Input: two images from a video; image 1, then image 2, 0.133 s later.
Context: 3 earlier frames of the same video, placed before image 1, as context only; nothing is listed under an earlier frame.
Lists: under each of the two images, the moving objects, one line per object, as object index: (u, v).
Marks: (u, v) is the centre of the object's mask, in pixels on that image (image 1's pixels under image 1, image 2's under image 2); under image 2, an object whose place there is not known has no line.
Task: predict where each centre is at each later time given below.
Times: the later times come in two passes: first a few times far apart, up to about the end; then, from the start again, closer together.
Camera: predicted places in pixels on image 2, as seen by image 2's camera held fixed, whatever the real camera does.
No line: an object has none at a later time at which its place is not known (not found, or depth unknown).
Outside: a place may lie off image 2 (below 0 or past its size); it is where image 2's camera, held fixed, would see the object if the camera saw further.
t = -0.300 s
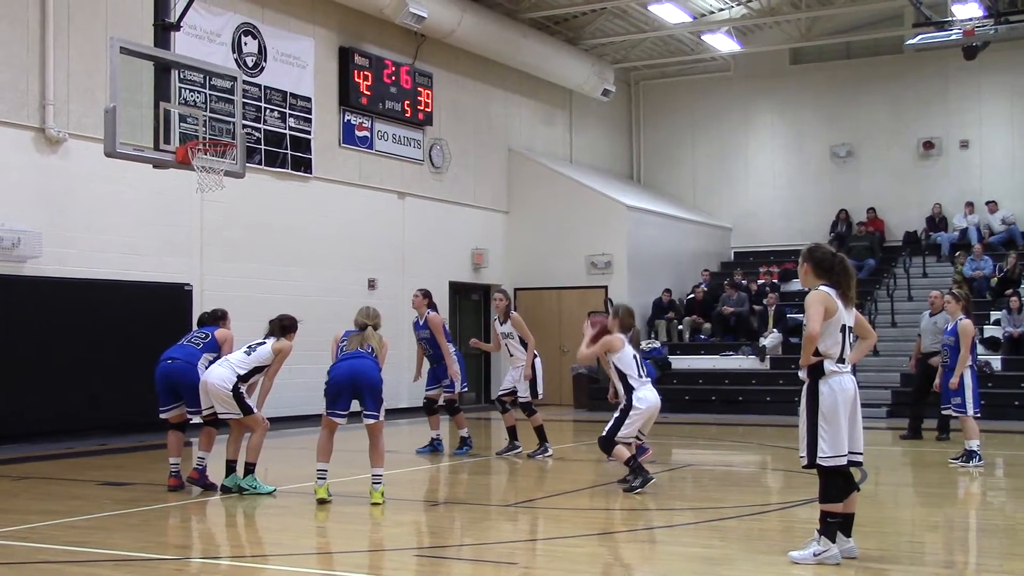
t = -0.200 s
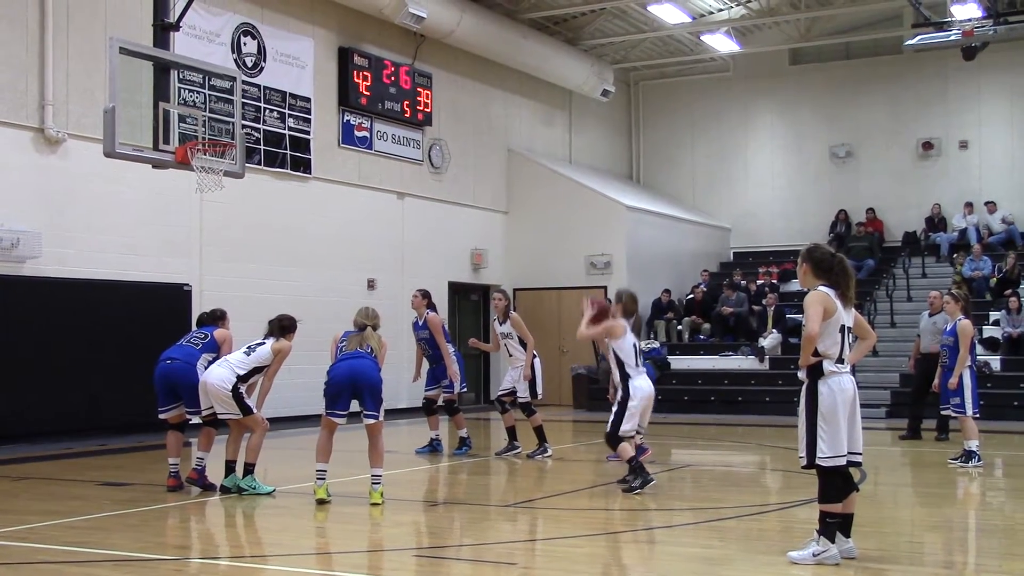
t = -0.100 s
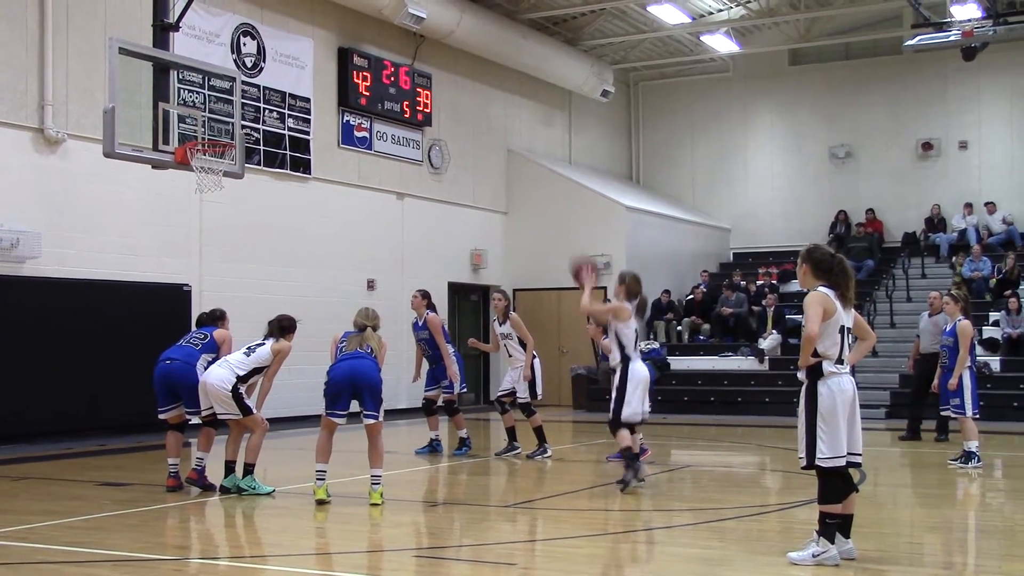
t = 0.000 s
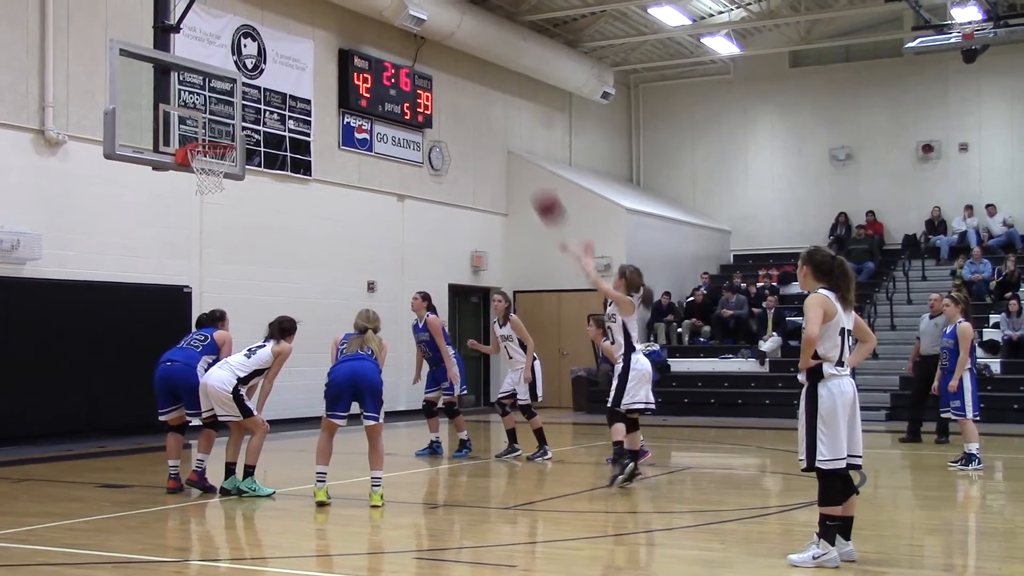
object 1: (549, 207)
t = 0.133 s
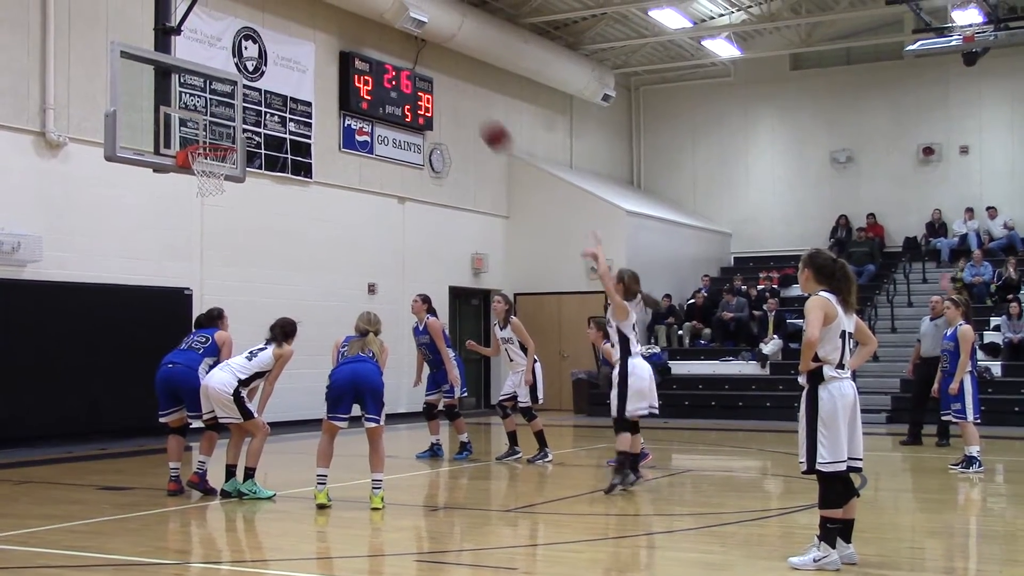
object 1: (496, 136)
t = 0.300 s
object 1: (435, 78)
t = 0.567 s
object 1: (342, 51)
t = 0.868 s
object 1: (249, 108)
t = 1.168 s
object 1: (192, 205)
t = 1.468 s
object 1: (161, 347)
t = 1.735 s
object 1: (145, 402)
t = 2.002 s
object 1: (151, 303)
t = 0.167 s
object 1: (483, 122)
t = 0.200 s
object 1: (470, 109)
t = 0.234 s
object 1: (458, 98)
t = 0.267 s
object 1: (446, 87)
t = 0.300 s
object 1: (435, 78)
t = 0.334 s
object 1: (423, 69)
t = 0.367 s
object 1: (409, 62)
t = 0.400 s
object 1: (398, 57)
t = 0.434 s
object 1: (386, 54)
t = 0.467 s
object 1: (375, 51)
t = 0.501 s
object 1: (364, 50)
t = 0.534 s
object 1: (353, 50)
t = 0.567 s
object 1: (342, 51)
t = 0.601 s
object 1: (331, 53)
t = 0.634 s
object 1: (321, 56)
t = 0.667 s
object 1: (310, 60)
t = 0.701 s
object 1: (299, 65)
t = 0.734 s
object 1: (290, 72)
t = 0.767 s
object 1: (279, 79)
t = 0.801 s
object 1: (269, 89)
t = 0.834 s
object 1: (257, 97)
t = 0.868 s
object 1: (249, 108)
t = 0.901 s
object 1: (239, 121)
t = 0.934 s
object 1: (229, 133)
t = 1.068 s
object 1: (201, 179)
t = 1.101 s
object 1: (198, 188)
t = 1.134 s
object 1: (195, 195)
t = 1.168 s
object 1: (192, 205)
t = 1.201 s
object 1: (188, 216)
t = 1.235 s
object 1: (185, 228)
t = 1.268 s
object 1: (182, 241)
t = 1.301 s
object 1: (178, 255)
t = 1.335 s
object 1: (175, 270)
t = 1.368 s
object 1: (171, 289)
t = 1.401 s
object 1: (168, 306)
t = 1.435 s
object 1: (165, 324)
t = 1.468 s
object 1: (161, 347)
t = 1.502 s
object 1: (157, 370)
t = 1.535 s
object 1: (154, 393)
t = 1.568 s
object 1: (150, 414)
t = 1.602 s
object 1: (146, 439)
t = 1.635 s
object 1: (143, 458)
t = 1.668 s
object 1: (145, 436)
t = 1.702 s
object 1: (145, 420)
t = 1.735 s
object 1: (145, 402)
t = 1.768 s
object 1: (146, 387)
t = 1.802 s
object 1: (146, 373)
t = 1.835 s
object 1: (148, 357)
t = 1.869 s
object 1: (147, 345)
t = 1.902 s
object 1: (148, 332)
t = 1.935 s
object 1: (149, 320)
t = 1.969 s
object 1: (150, 311)
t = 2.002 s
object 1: (151, 303)
